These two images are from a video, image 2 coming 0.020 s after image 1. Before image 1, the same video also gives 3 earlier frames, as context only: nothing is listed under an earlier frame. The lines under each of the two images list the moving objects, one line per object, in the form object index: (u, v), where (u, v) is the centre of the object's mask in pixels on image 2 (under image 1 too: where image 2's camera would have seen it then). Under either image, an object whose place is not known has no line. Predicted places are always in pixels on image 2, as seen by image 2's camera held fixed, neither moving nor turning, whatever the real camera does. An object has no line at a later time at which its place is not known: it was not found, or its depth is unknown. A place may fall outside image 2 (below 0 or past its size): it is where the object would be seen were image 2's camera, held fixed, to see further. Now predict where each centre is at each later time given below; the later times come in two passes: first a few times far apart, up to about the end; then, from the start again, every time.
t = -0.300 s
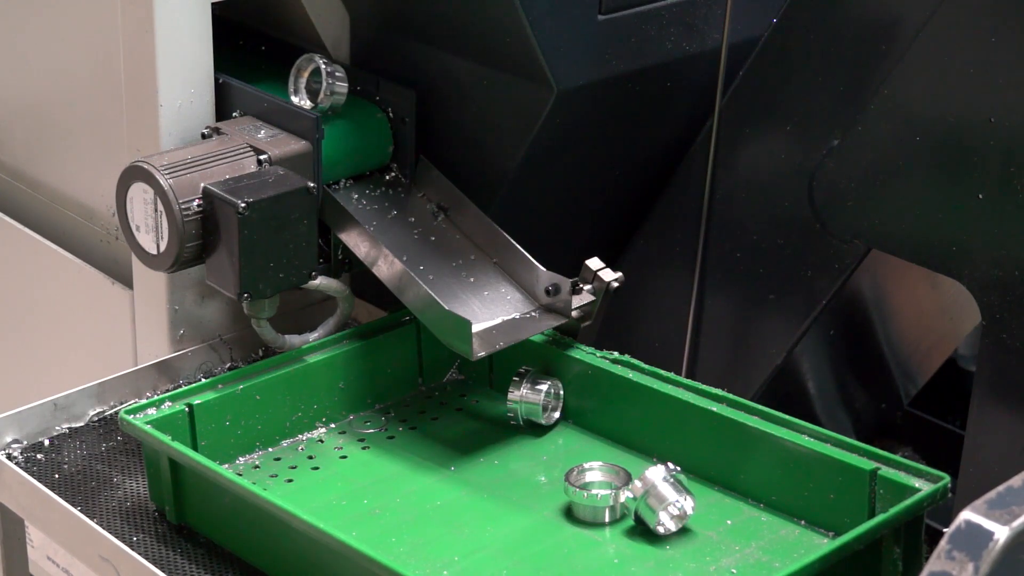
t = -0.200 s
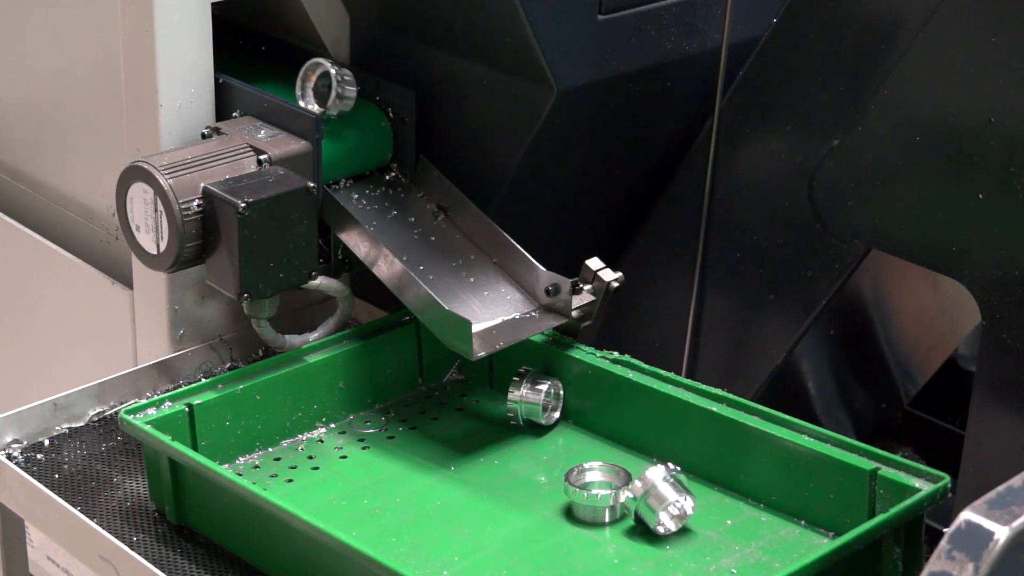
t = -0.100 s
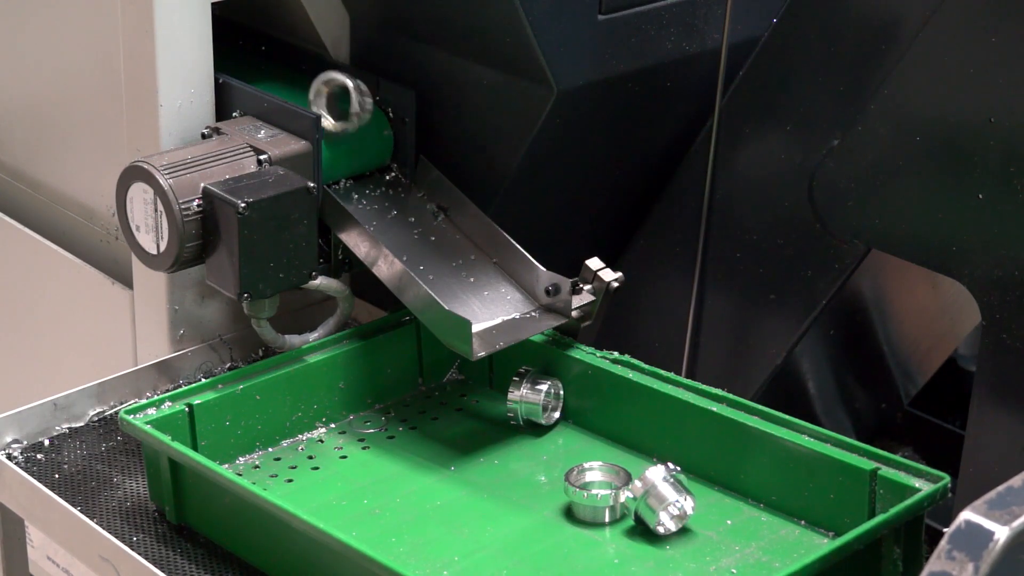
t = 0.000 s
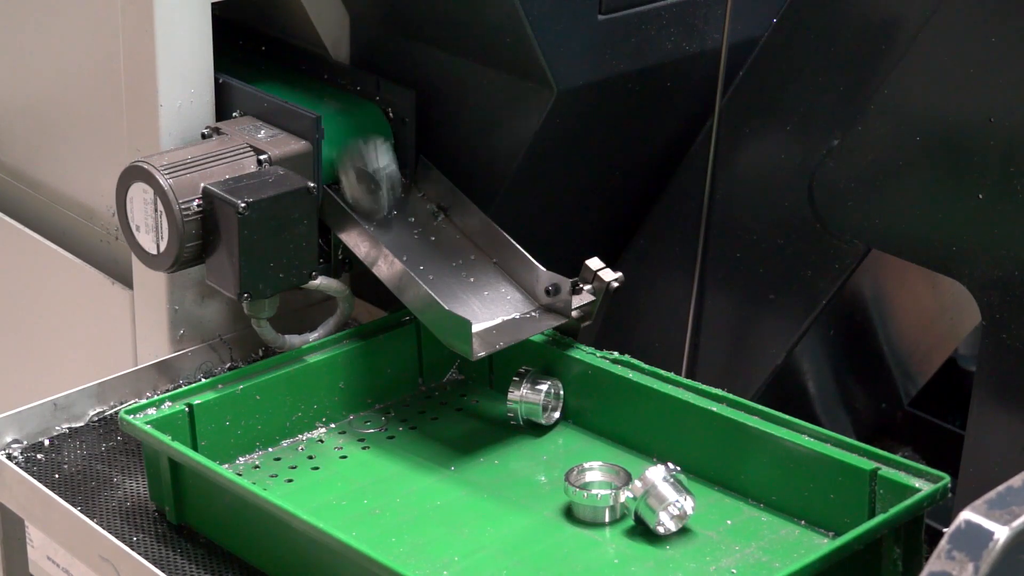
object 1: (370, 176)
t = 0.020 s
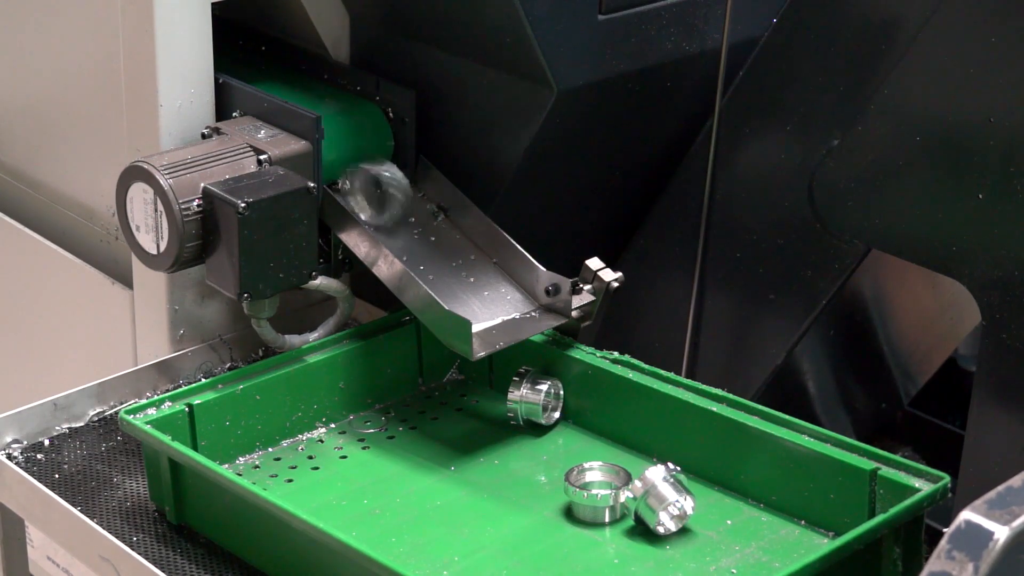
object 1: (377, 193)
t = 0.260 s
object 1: (547, 318)
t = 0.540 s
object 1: (651, 439)
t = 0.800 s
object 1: (652, 435)
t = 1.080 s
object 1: (621, 434)
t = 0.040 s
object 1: (387, 202)
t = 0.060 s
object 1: (399, 211)
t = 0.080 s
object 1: (411, 223)
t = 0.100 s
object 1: (424, 234)
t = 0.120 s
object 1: (438, 243)
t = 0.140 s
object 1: (451, 255)
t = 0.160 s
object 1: (464, 266)
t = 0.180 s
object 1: (479, 280)
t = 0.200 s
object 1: (498, 294)
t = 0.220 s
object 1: (514, 301)
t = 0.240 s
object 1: (531, 309)
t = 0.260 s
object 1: (547, 318)
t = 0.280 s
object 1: (562, 330)
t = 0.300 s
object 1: (579, 349)
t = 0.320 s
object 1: (593, 372)
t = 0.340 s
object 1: (609, 403)
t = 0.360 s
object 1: (624, 432)
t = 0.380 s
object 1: (641, 442)
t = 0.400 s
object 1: (639, 432)
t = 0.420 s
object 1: (641, 435)
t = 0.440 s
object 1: (644, 436)
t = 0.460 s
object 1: (645, 437)
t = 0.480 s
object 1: (646, 439)
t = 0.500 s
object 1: (649, 439)
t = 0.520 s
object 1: (651, 439)
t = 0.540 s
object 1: (651, 439)
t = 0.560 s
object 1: (660, 445)
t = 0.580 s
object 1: (661, 446)
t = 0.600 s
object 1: (660, 446)
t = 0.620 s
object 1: (659, 446)
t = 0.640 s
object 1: (659, 445)
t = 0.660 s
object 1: (661, 443)
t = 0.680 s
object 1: (662, 440)
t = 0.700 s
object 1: (665, 440)
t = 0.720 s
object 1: (660, 436)
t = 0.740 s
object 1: (657, 435)
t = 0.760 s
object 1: (654, 435)
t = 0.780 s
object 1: (653, 435)
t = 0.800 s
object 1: (652, 435)
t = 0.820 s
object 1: (653, 436)
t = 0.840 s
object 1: (650, 435)
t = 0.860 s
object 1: (648, 435)
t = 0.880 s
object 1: (646, 435)
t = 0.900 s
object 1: (644, 435)
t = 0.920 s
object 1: (642, 435)
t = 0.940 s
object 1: (638, 435)
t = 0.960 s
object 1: (635, 435)
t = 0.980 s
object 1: (633, 435)
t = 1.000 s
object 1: (633, 435)
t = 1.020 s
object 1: (629, 435)
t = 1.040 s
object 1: (627, 434)
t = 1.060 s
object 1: (624, 434)
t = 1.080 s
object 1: (621, 434)
